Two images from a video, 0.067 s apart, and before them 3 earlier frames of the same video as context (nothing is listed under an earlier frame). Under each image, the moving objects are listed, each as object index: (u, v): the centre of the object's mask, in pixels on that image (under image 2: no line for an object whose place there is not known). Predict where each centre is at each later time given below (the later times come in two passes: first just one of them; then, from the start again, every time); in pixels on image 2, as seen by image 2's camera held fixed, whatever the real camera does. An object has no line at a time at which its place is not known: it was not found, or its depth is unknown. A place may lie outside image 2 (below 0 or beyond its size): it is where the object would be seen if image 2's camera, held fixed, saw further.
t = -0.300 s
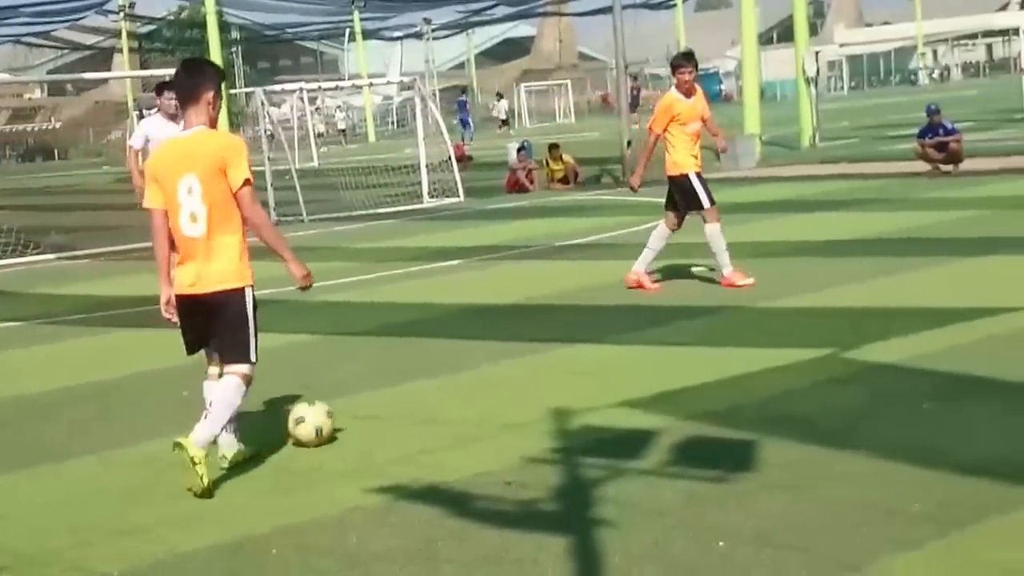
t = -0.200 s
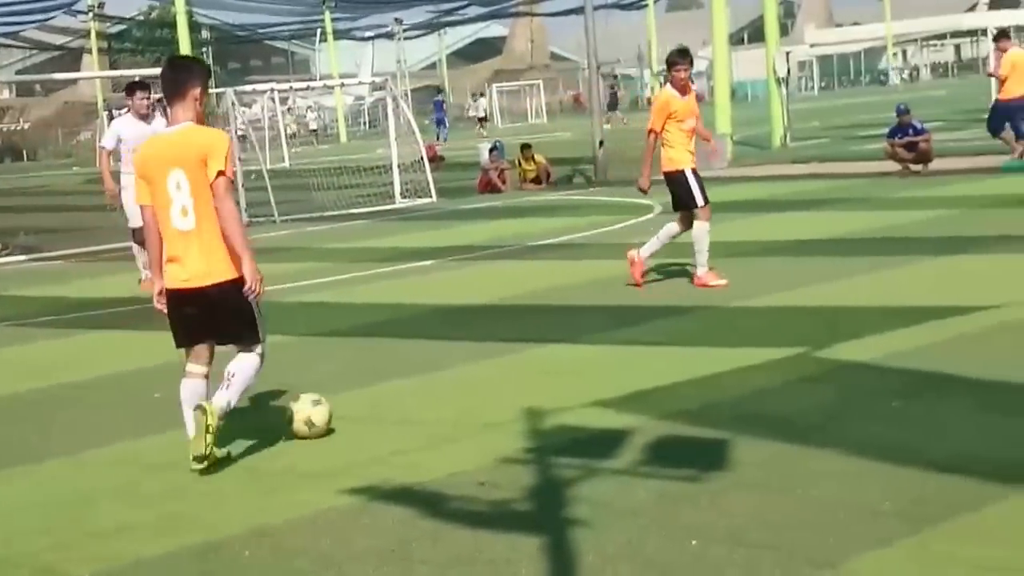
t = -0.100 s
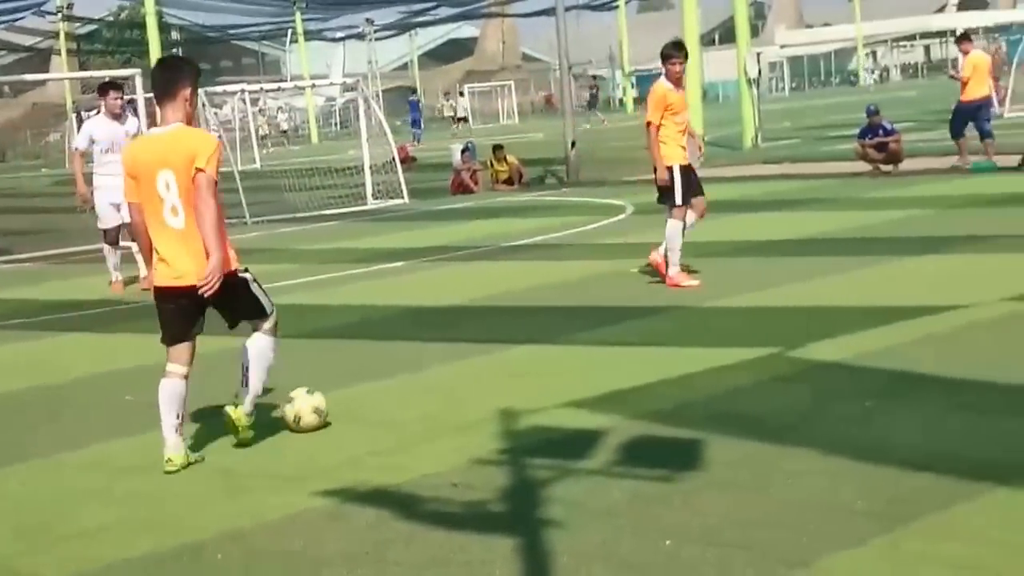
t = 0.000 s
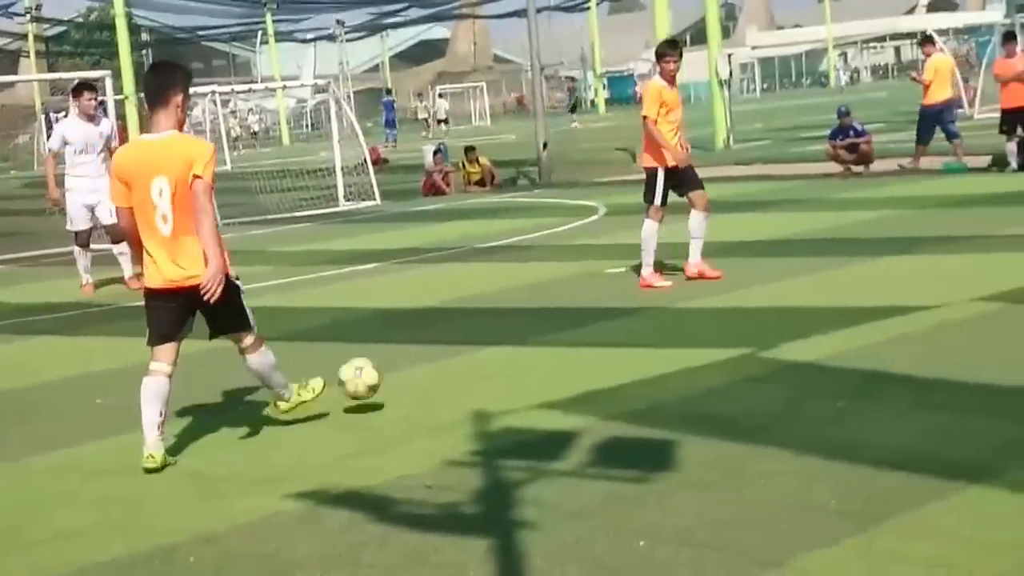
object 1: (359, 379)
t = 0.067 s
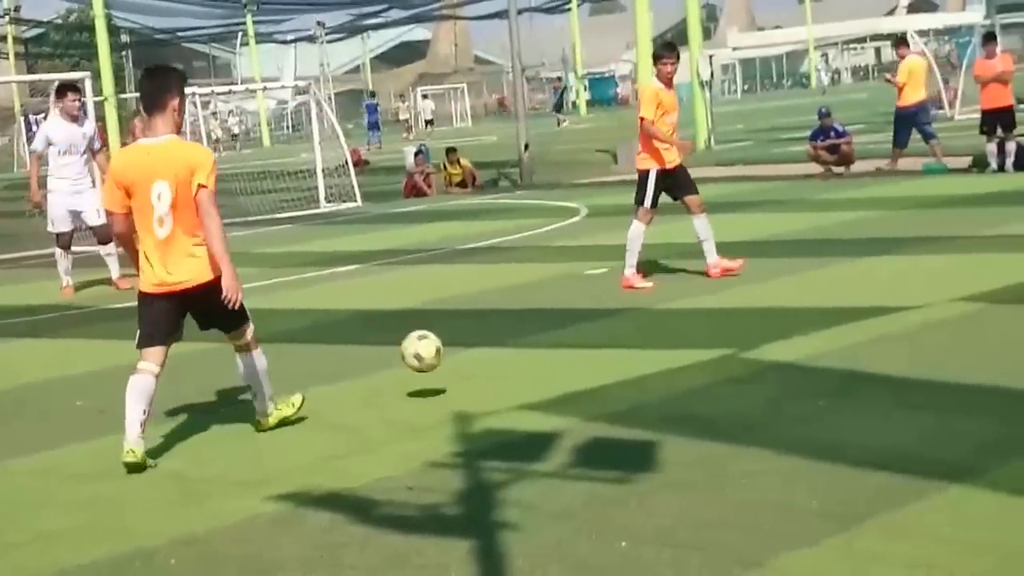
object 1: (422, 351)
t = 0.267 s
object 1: (650, 322)
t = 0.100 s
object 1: (462, 340)
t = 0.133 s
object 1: (501, 332)
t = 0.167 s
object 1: (539, 325)
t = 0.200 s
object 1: (577, 322)
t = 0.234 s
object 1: (614, 321)
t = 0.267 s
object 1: (650, 322)
